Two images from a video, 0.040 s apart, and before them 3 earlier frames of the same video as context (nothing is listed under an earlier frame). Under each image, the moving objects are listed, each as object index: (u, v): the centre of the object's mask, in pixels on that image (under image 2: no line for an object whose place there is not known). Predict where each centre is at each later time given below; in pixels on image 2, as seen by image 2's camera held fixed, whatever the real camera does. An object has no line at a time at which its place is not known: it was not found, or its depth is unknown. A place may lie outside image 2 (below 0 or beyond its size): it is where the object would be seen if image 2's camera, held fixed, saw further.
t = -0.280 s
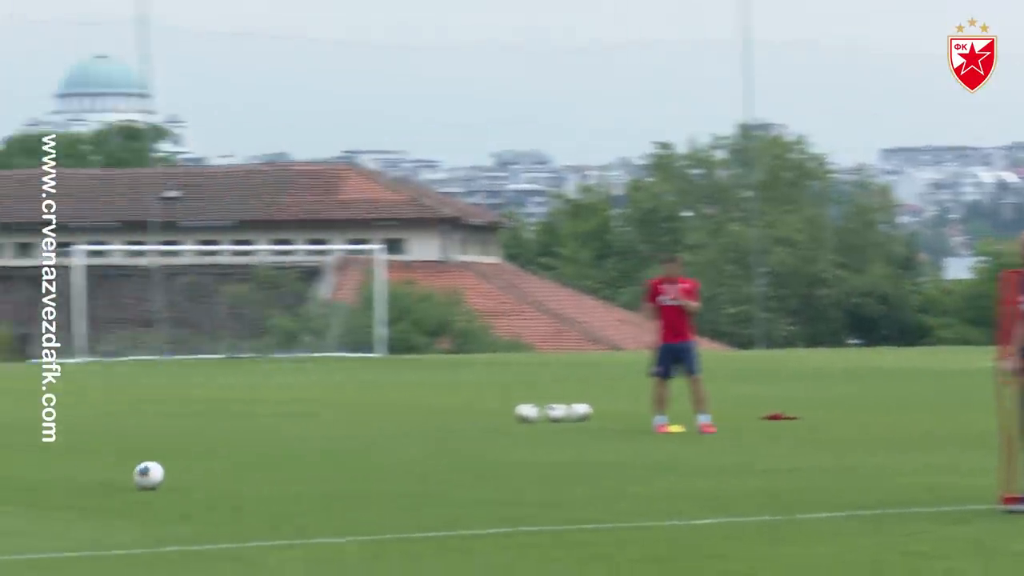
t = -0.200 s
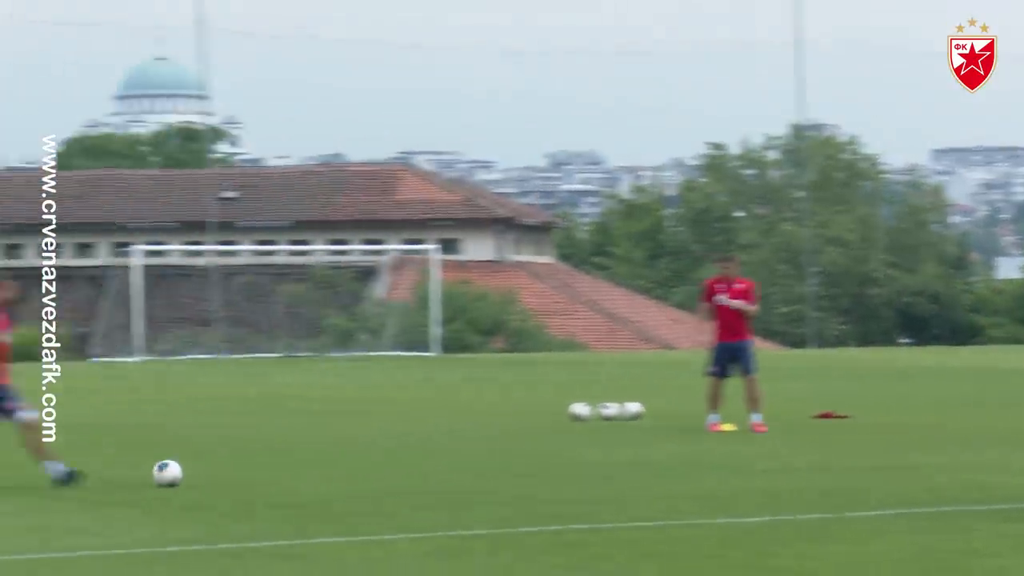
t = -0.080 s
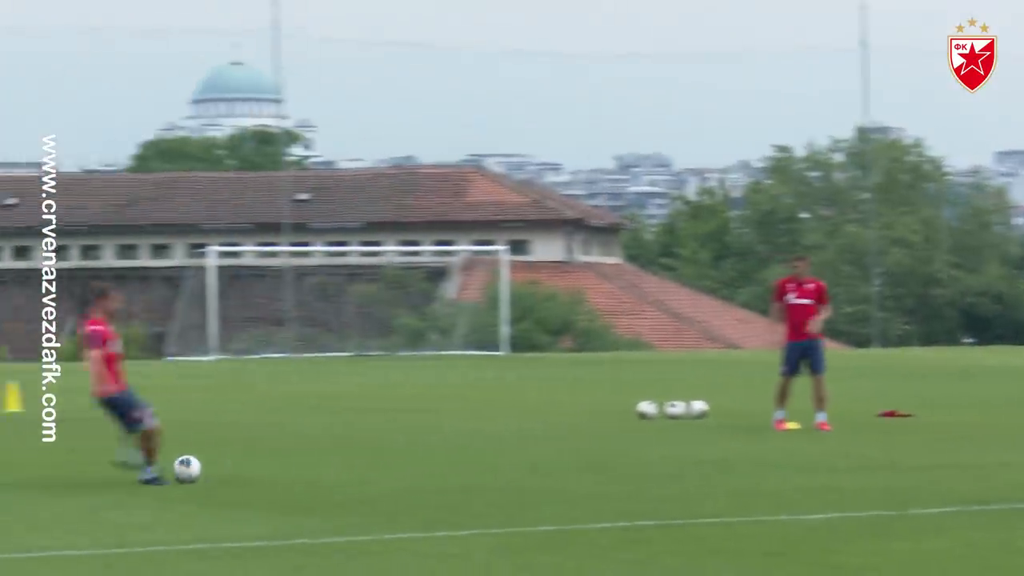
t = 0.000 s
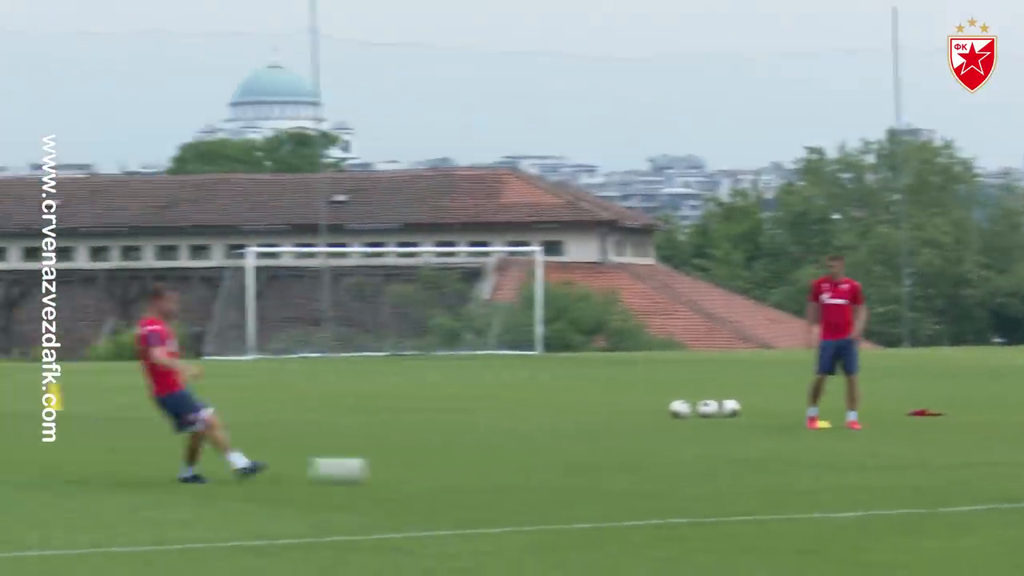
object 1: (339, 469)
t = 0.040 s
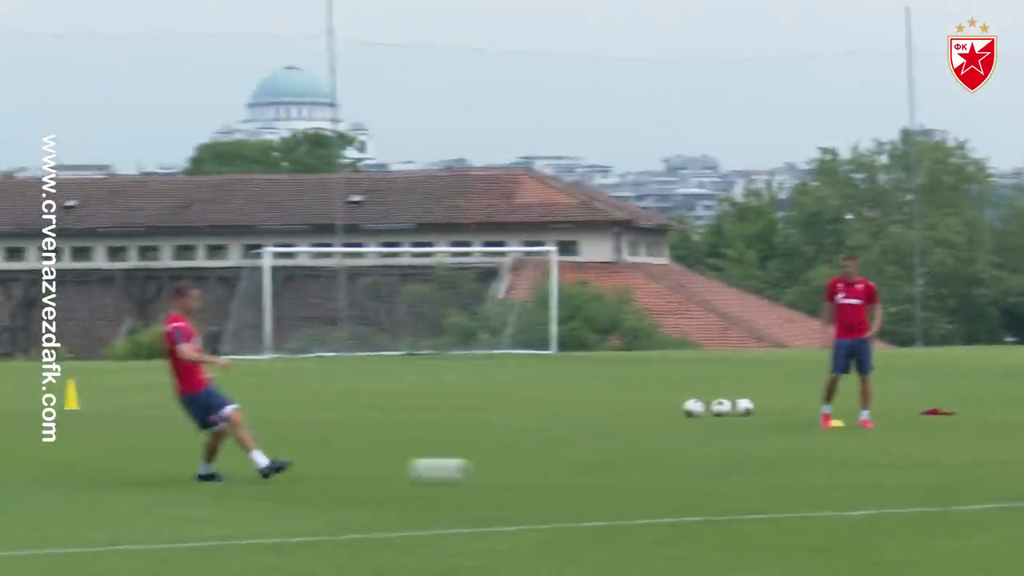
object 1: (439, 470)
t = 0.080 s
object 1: (527, 473)
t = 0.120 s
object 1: (617, 475)
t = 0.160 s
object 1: (705, 478)
